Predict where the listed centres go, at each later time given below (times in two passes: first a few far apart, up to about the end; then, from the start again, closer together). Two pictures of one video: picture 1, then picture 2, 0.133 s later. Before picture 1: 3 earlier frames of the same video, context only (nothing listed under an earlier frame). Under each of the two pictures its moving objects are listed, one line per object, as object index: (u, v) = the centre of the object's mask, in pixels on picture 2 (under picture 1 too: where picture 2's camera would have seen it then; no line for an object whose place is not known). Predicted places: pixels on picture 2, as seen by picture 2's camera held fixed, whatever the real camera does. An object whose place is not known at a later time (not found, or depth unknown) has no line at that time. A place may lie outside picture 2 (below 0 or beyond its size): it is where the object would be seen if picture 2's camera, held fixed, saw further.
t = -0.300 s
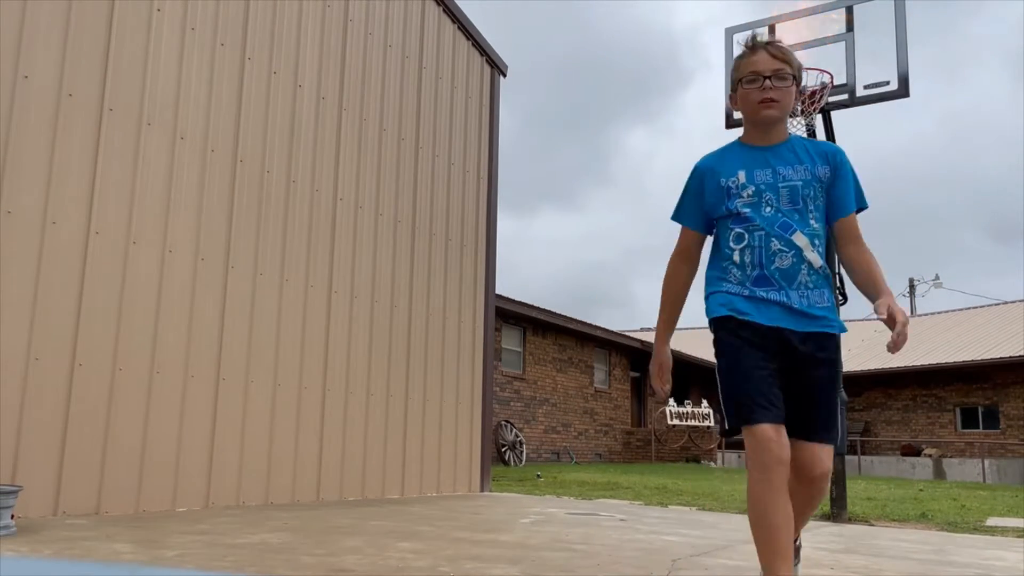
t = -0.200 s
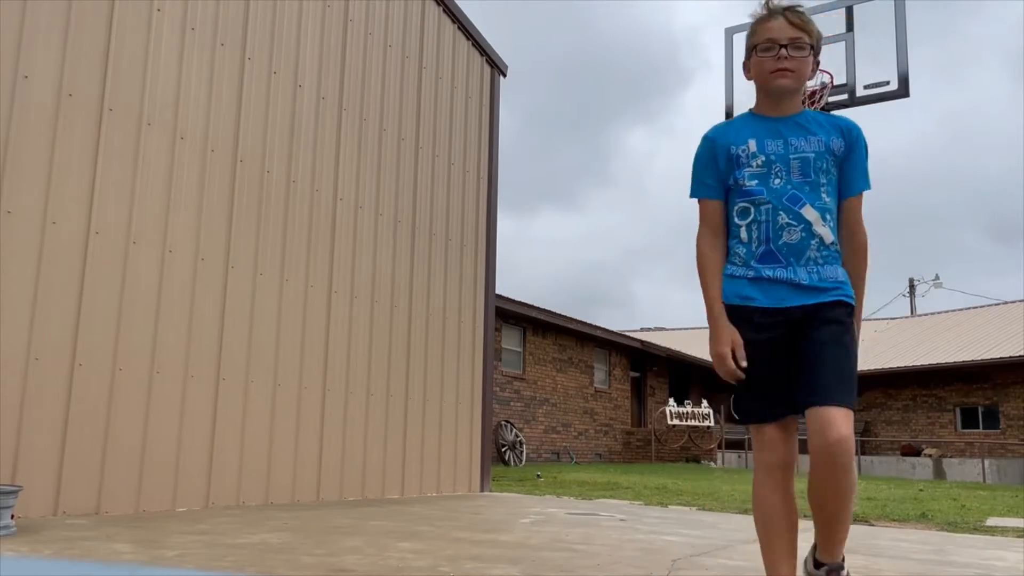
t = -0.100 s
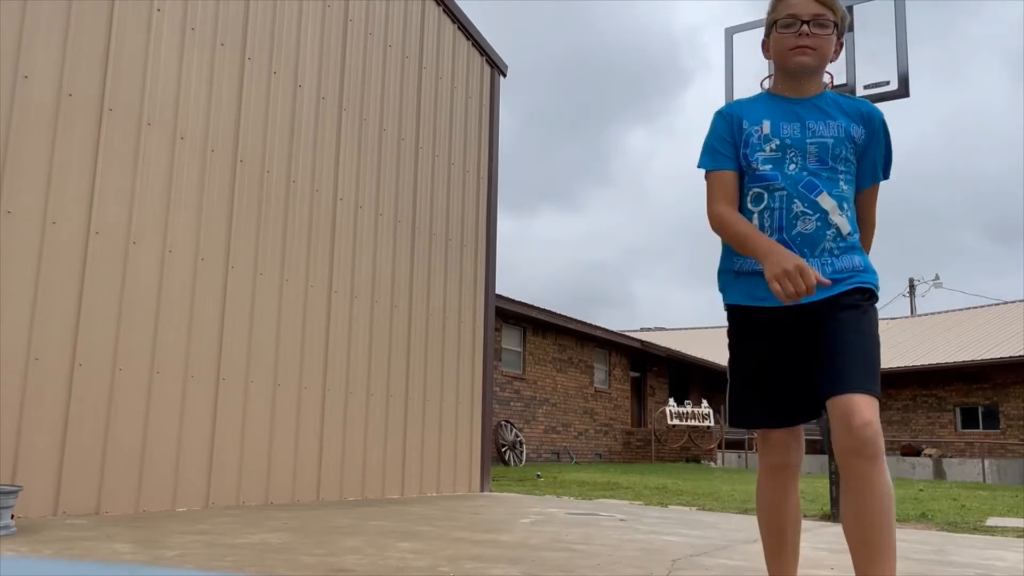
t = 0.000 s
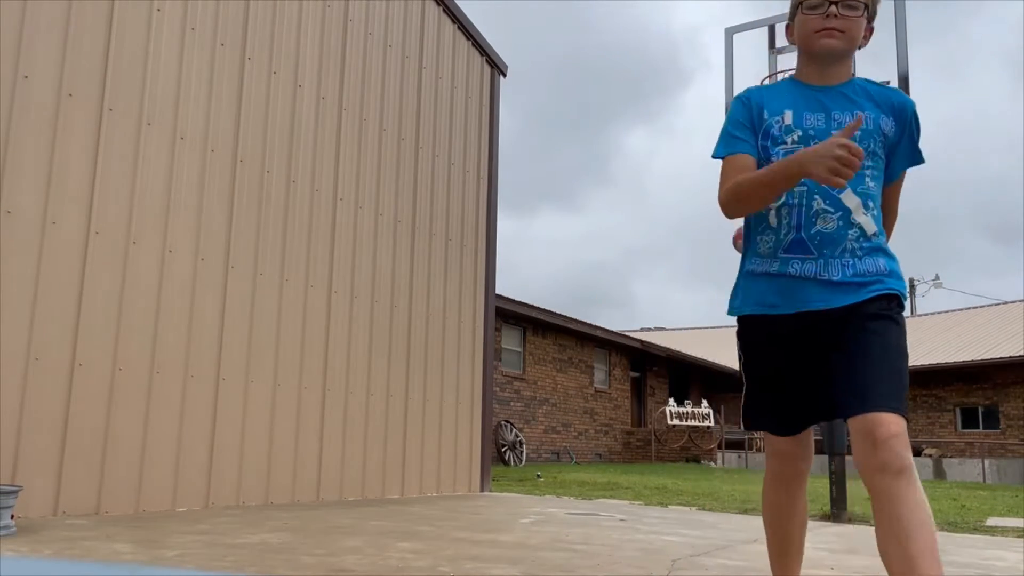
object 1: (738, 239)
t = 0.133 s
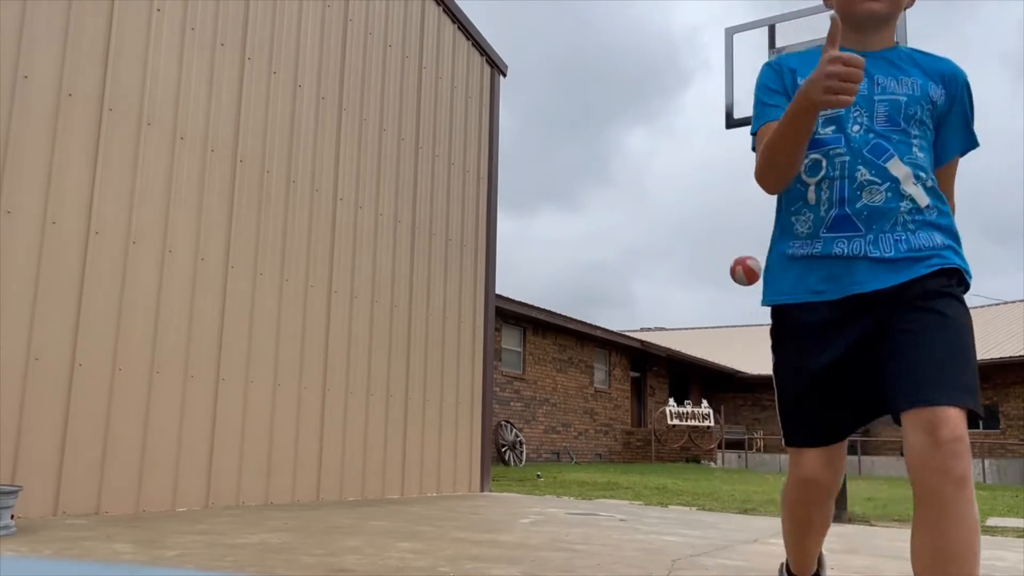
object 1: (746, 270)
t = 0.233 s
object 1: (744, 307)
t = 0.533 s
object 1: (743, 492)
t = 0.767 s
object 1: (725, 401)
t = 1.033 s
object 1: (707, 362)
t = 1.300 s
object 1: (693, 406)
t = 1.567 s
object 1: (682, 475)
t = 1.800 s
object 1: (679, 433)
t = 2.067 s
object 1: (677, 458)
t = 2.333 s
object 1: (675, 466)
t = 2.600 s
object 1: (673, 472)
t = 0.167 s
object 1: (745, 281)
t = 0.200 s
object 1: (744, 294)
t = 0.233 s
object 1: (744, 307)
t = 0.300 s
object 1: (743, 339)
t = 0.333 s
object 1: (742, 357)
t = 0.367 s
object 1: (742, 376)
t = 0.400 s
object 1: (742, 395)
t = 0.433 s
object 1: (742, 417)
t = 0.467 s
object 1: (742, 440)
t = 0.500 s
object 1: (742, 466)
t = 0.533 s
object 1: (743, 492)
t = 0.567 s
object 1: (741, 491)
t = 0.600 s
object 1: (738, 472)
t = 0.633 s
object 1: (735, 454)
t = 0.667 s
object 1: (733, 437)
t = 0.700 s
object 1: (730, 424)
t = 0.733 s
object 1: (727, 412)
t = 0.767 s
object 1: (725, 401)
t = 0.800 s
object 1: (722, 391)
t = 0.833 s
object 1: (720, 383)
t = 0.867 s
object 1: (718, 376)
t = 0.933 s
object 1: (713, 366)
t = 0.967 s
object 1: (711, 364)
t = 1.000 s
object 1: (709, 362)
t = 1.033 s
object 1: (707, 362)
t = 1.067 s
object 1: (705, 363)
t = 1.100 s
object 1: (703, 365)
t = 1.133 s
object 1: (701, 369)
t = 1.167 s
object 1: (699, 374)
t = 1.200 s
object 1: (698, 380)
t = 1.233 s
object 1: (696, 387)
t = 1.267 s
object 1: (694, 396)
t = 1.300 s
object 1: (693, 406)
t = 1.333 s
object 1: (690, 417)
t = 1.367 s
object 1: (689, 430)
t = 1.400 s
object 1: (688, 443)
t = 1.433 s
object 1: (686, 458)
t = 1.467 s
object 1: (685, 475)
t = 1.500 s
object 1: (684, 493)
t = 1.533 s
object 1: (683, 487)
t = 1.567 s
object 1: (682, 475)
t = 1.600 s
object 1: (682, 465)
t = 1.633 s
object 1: (681, 456)
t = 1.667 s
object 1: (681, 449)
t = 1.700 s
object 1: (681, 443)
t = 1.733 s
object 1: (680, 438)
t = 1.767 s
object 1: (679, 435)
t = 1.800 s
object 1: (679, 433)
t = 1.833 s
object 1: (678, 433)
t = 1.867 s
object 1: (678, 433)
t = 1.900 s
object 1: (678, 434)
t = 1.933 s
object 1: (678, 436)
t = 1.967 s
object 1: (677, 440)
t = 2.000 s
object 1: (677, 445)
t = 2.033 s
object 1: (677, 451)
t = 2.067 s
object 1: (677, 458)
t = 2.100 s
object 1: (677, 467)
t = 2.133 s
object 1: (677, 477)
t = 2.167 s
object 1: (677, 488)
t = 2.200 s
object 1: (677, 491)
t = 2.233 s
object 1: (676, 483)
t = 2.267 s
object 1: (676, 476)
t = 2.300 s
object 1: (675, 470)
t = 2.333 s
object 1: (675, 466)
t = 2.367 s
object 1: (675, 462)
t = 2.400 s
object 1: (675, 460)
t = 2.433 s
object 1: (674, 459)
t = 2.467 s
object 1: (674, 460)
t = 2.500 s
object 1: (674, 461)
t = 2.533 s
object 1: (674, 464)
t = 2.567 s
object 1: (674, 467)
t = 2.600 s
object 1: (673, 472)
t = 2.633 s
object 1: (674, 478)
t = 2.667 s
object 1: (673, 485)
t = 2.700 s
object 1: (673, 490)
